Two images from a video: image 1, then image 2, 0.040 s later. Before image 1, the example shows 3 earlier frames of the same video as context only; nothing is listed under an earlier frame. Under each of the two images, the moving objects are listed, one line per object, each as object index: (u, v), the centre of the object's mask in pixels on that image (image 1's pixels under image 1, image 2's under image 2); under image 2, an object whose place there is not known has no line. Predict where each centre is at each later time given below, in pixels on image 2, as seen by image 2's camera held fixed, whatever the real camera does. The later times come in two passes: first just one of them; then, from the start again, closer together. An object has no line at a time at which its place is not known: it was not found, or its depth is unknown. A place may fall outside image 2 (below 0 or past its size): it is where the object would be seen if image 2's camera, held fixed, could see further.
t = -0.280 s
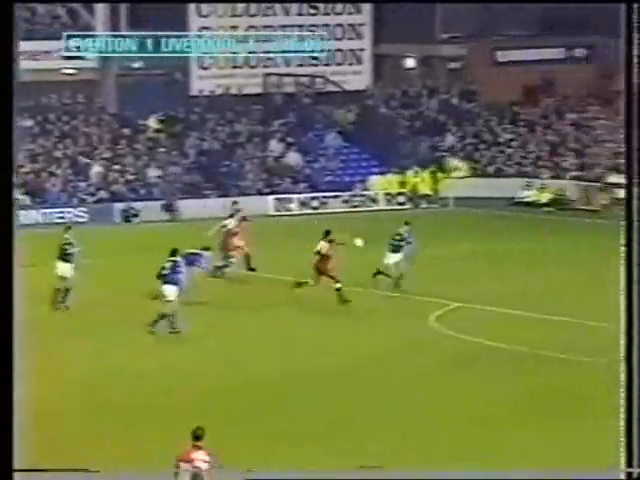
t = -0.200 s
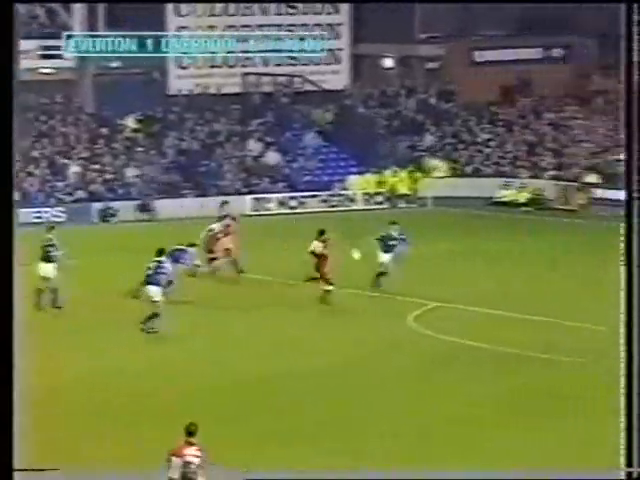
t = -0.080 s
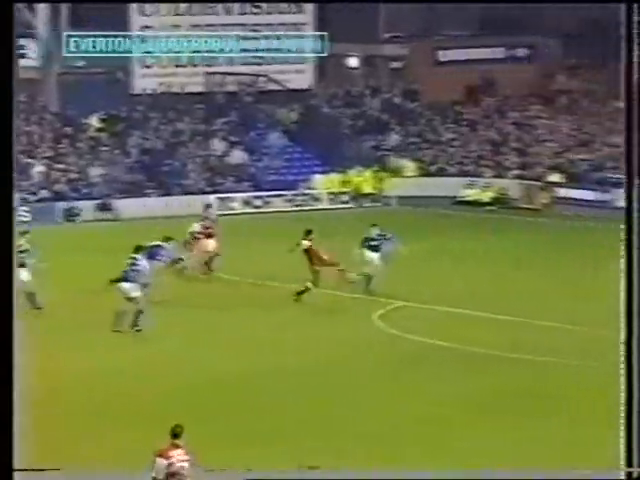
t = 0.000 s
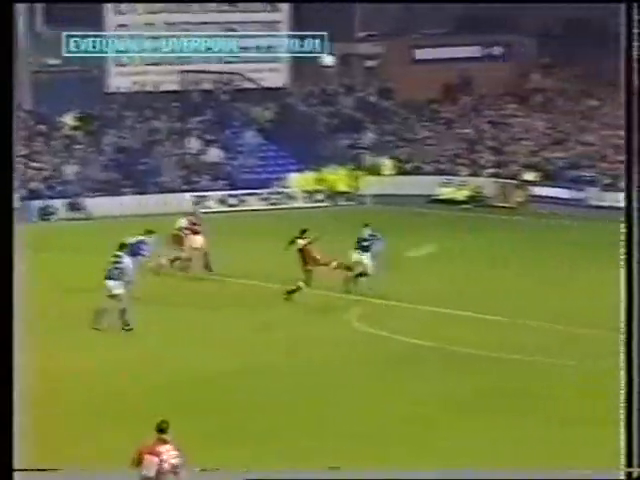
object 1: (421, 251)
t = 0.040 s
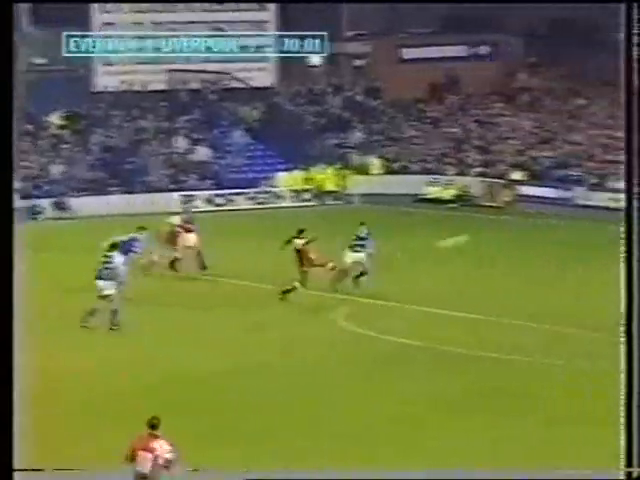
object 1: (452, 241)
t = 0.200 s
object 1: (629, 216)
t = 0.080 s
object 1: (497, 232)
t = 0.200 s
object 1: (629, 216)
